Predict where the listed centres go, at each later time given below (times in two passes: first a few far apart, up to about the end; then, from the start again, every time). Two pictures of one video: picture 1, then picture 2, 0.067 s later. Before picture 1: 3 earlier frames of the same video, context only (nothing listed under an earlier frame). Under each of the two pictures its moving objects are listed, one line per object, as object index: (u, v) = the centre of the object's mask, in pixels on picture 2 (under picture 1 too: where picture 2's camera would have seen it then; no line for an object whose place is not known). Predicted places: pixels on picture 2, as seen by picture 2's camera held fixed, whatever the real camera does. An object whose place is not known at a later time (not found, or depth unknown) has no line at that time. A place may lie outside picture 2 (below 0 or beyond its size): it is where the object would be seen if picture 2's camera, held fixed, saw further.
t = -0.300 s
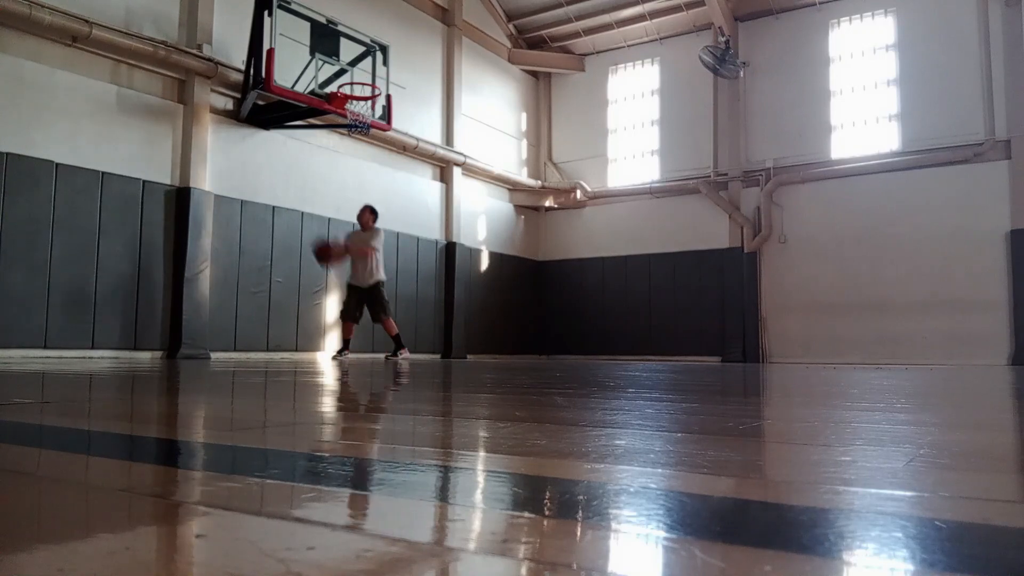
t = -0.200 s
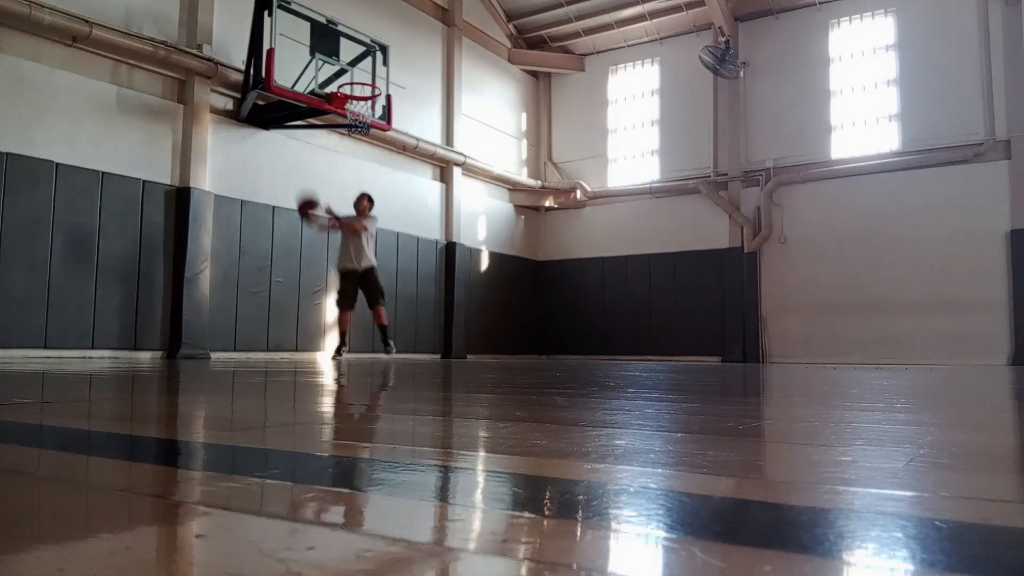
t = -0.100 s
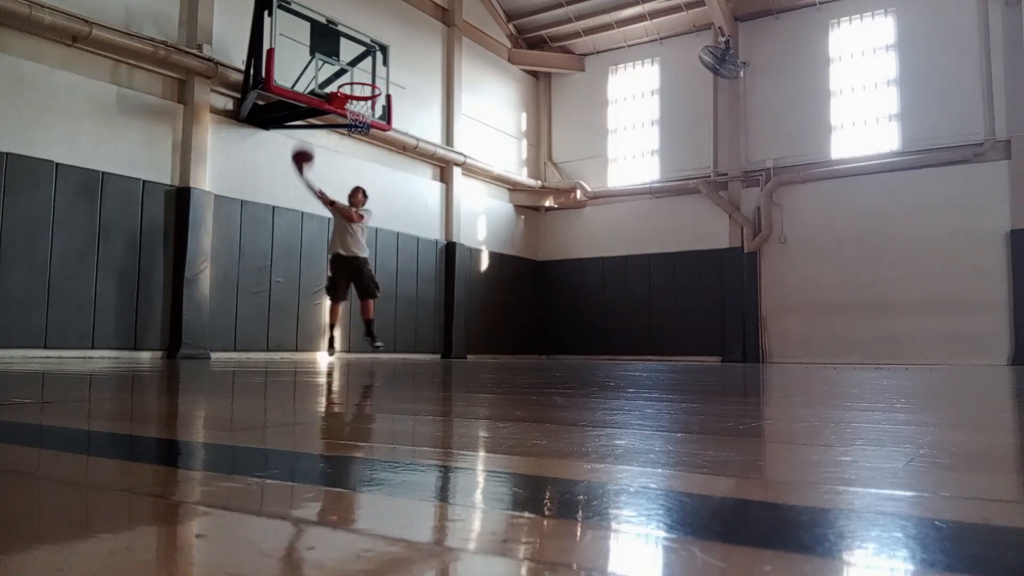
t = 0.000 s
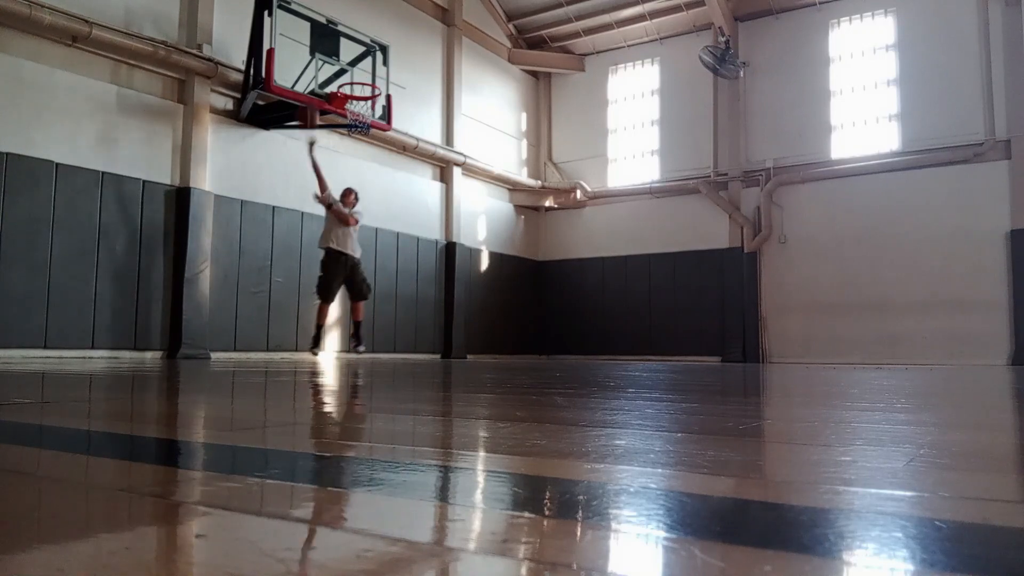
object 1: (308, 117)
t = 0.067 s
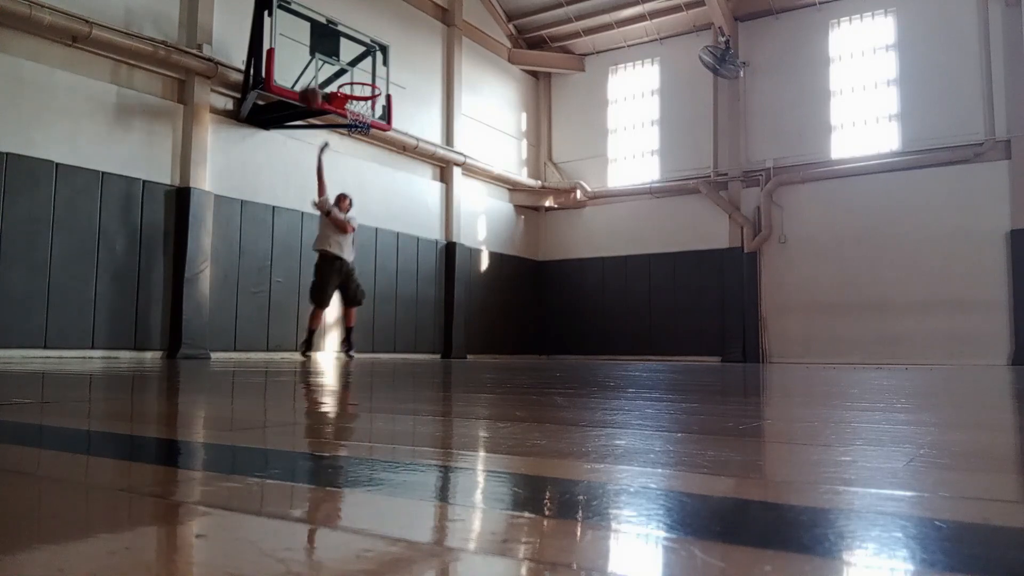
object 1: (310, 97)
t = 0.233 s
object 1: (314, 65)
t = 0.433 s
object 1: (332, 59)
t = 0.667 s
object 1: (354, 76)
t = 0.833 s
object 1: (368, 94)
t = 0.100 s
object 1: (311, 89)
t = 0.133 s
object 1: (312, 80)
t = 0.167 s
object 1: (313, 75)
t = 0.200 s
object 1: (314, 69)
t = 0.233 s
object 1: (314, 65)
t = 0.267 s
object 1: (316, 62)
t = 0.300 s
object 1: (318, 59)
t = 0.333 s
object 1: (322, 58)
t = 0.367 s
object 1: (325, 57)
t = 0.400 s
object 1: (329, 57)
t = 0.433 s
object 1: (332, 59)
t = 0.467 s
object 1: (336, 61)
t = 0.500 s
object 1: (339, 64)
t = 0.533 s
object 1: (343, 68)
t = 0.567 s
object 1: (346, 72)
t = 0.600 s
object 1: (348, 75)
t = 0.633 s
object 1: (352, 75)
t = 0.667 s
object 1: (354, 76)
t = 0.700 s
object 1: (357, 78)
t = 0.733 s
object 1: (359, 80)
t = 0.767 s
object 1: (362, 84)
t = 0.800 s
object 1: (366, 89)
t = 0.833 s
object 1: (368, 94)
